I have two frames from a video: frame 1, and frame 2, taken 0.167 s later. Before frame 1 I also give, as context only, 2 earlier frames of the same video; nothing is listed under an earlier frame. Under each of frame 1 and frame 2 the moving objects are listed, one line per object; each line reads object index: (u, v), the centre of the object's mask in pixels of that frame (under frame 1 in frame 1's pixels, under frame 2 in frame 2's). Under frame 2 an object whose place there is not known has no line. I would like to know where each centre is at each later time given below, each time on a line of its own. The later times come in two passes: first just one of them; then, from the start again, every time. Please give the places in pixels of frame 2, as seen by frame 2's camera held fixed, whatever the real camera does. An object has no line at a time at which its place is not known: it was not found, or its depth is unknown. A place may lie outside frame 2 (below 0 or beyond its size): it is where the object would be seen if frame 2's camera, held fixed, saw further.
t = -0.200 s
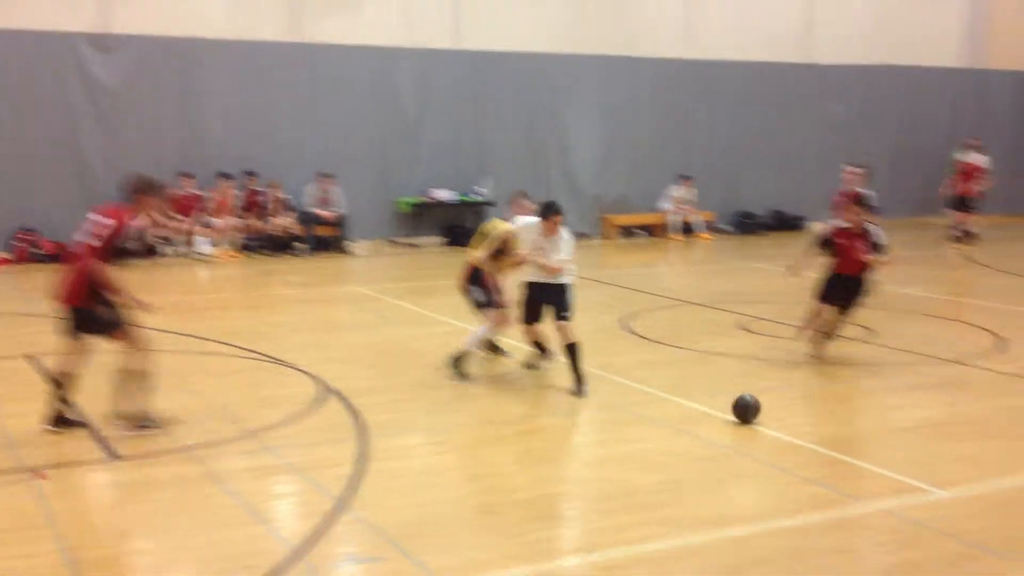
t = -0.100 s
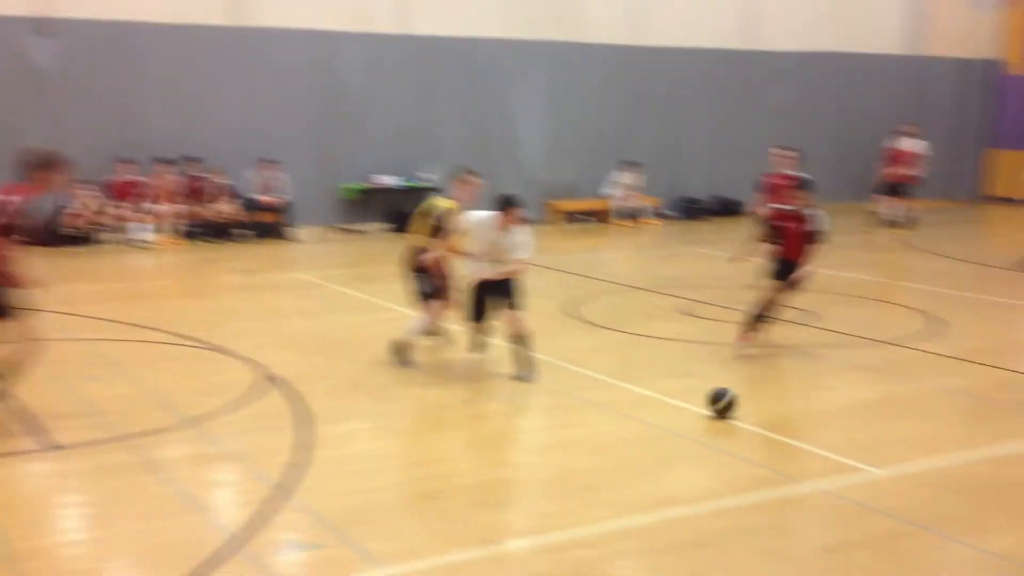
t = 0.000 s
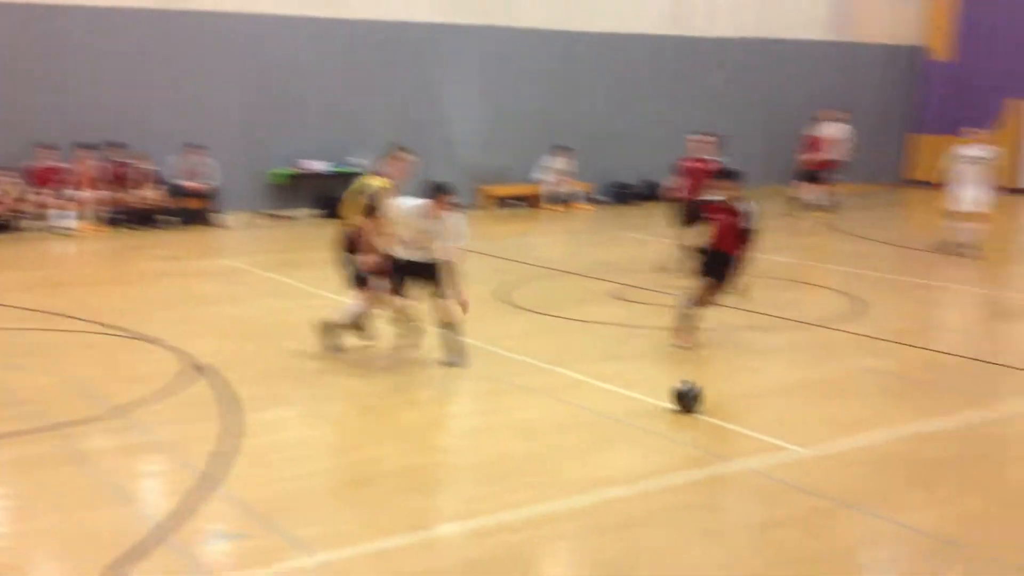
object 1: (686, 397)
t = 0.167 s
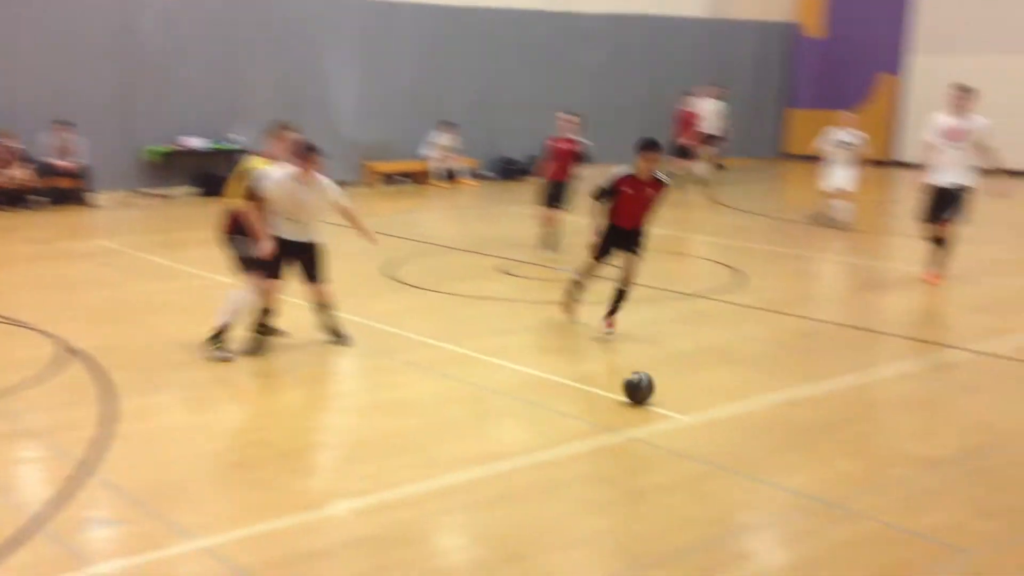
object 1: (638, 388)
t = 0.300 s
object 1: (696, 405)
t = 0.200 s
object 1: (652, 392)
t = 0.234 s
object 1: (666, 396)
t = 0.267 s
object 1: (681, 400)
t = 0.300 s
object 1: (696, 405)
